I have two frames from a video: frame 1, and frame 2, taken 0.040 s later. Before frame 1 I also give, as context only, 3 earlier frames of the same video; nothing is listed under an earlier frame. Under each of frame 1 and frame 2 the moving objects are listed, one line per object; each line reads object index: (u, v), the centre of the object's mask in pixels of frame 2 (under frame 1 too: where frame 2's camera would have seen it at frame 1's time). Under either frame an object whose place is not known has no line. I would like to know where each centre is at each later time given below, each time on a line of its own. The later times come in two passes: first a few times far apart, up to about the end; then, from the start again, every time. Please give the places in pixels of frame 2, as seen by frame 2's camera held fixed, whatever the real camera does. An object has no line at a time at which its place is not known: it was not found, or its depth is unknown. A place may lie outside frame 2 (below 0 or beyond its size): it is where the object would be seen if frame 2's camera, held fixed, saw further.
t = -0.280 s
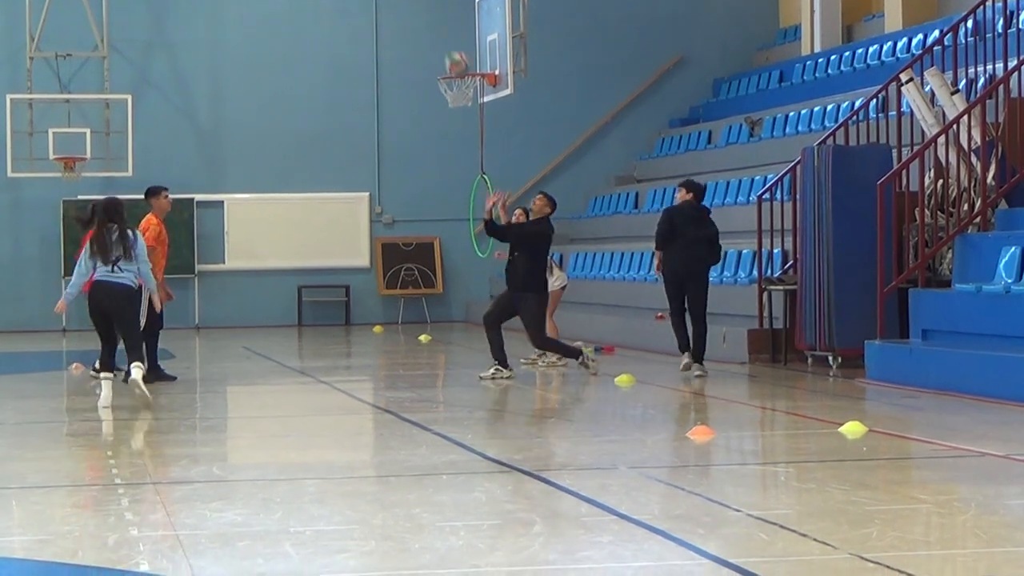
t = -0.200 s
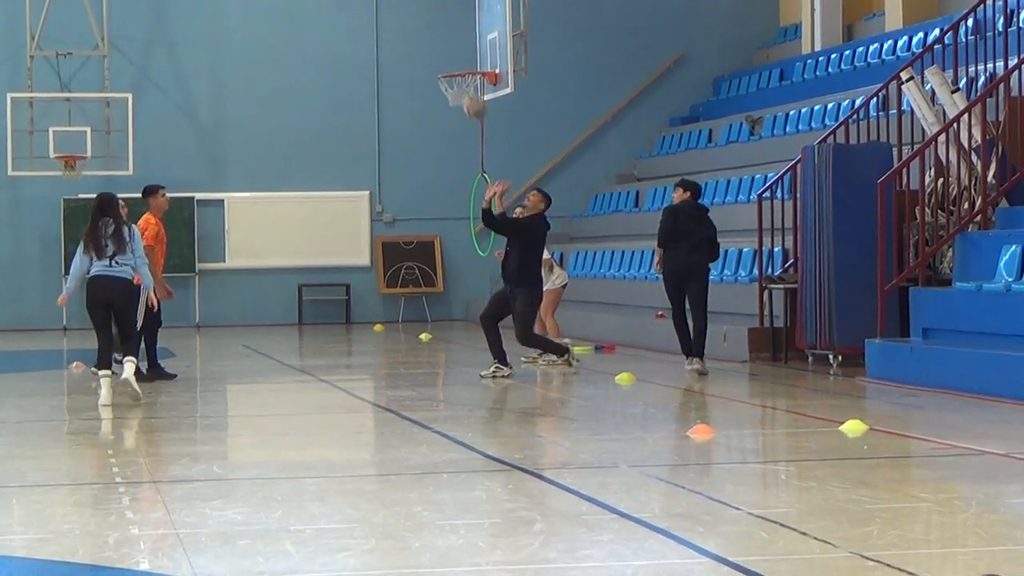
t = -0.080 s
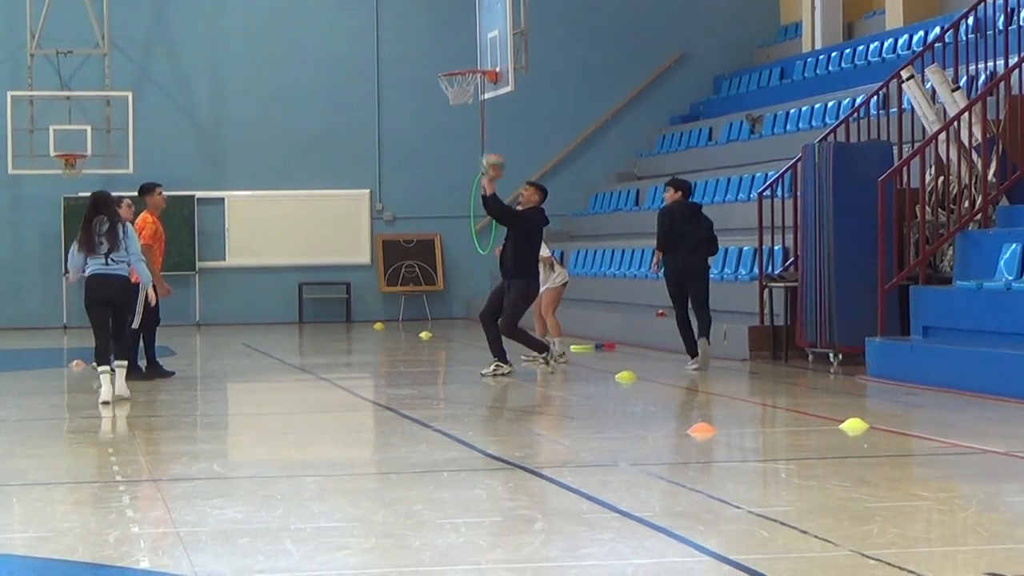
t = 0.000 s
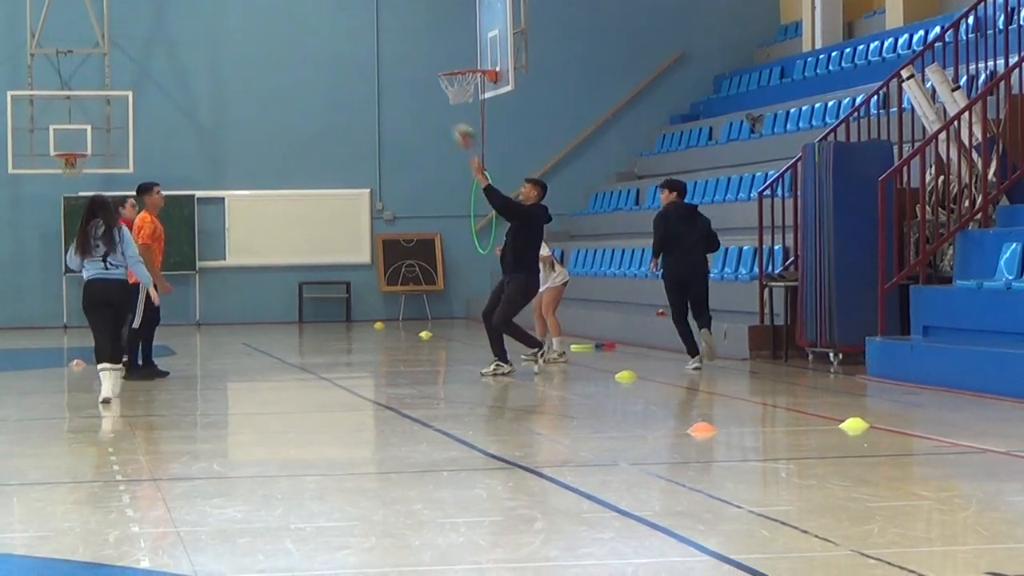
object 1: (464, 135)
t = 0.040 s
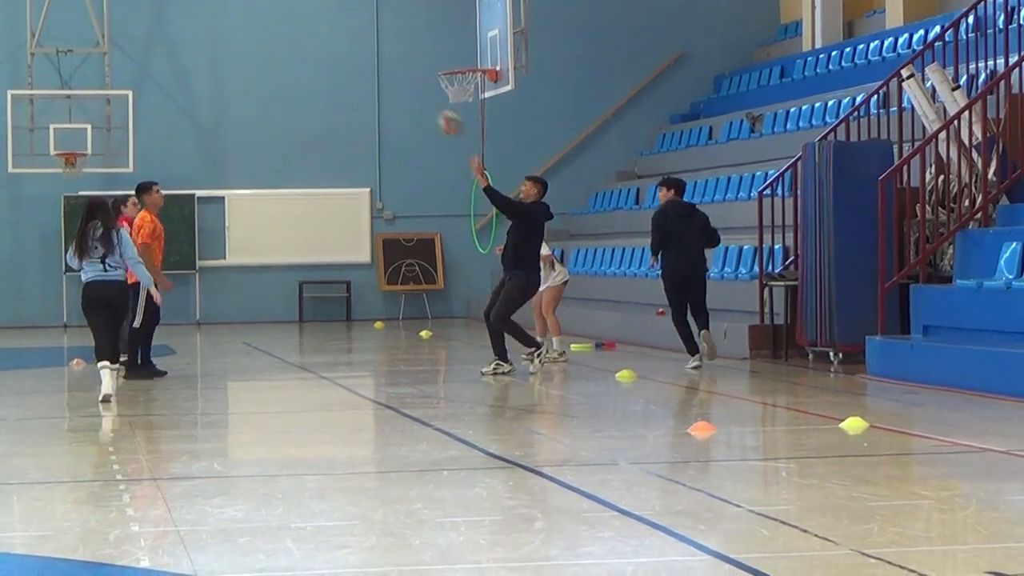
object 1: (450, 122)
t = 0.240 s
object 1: (376, 88)
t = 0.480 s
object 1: (294, 107)
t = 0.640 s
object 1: (241, 155)
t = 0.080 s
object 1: (435, 112)
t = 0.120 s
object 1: (419, 103)
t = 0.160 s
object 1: (405, 96)
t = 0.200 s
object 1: (391, 91)
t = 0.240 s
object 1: (376, 88)
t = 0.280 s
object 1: (362, 87)
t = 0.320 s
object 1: (348, 88)
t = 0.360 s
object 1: (334, 91)
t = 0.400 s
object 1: (320, 94)
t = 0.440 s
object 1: (307, 100)
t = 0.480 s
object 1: (294, 107)
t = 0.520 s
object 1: (280, 116)
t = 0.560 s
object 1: (266, 129)
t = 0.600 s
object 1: (254, 141)
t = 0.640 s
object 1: (241, 155)
